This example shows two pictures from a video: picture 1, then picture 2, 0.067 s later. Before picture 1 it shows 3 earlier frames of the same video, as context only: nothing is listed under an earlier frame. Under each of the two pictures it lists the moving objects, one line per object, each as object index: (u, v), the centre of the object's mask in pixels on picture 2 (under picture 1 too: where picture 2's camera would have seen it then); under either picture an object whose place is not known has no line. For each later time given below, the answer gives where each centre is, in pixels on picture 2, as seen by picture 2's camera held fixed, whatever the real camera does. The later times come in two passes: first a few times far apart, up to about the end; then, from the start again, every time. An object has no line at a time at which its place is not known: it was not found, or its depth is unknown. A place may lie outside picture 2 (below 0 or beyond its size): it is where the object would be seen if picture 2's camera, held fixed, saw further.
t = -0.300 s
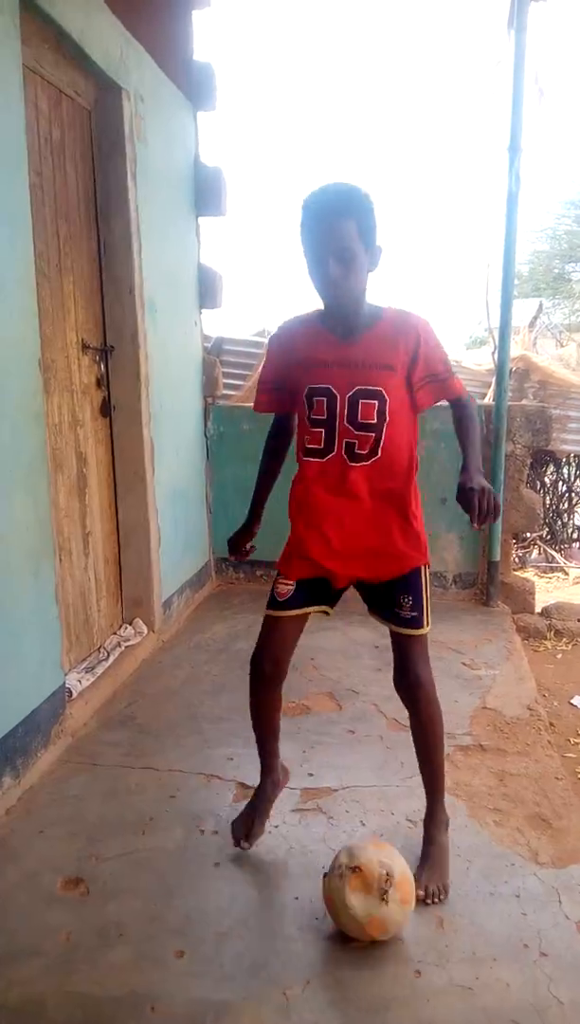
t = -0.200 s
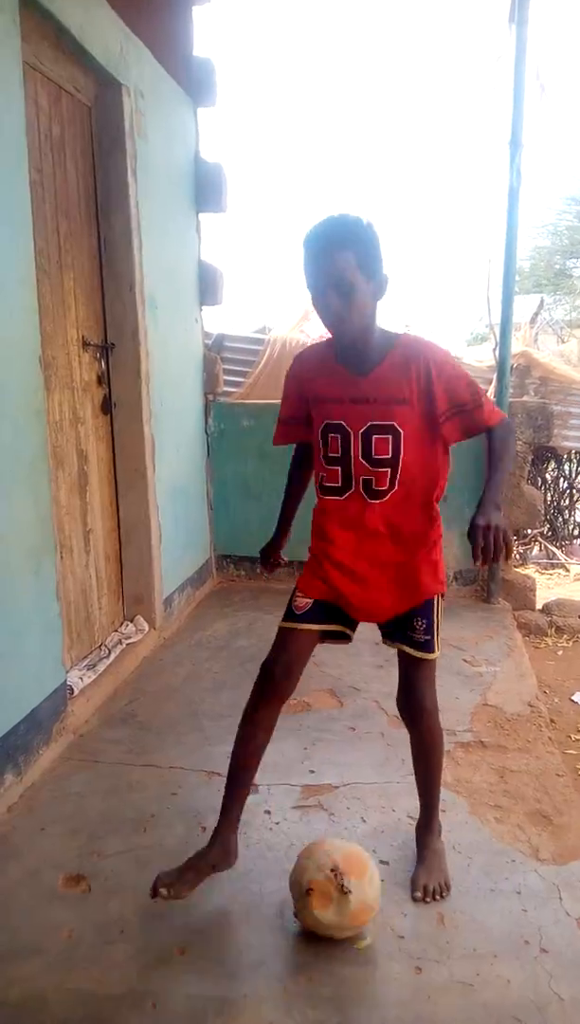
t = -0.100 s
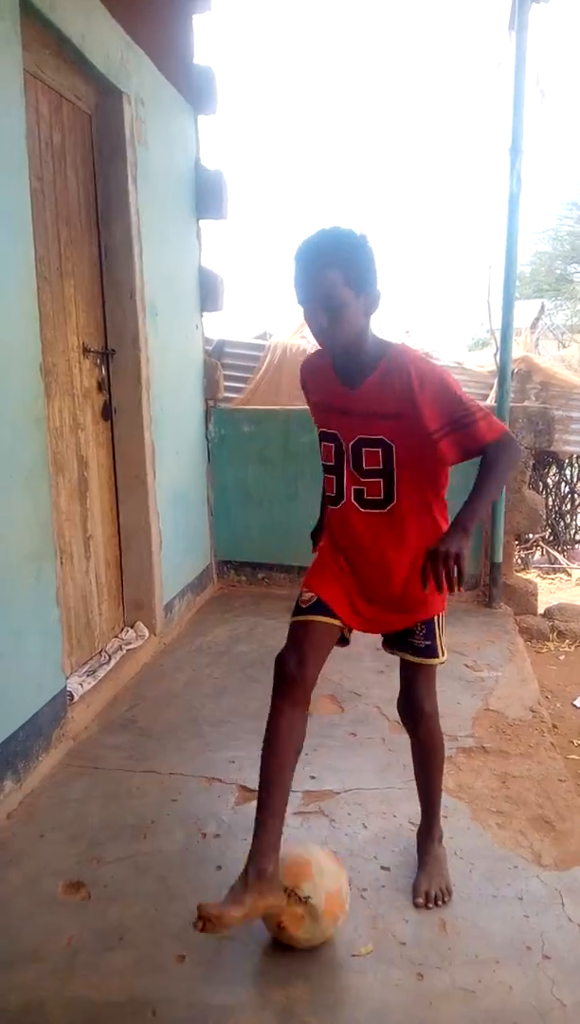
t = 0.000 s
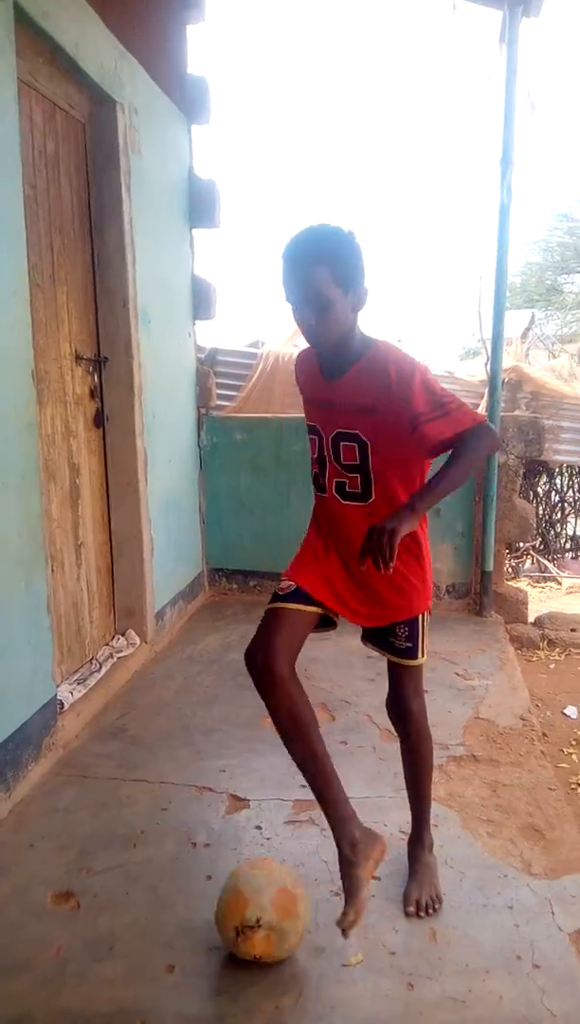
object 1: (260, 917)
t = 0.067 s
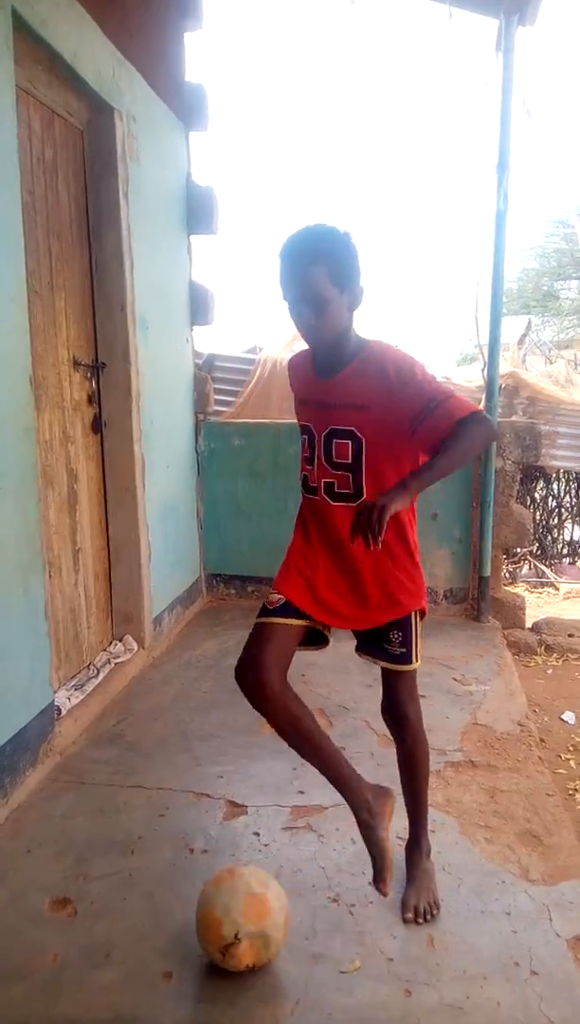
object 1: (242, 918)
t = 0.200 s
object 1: (211, 923)
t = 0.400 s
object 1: (170, 933)
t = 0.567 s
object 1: (144, 937)
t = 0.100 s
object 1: (234, 921)
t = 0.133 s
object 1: (226, 920)
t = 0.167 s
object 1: (218, 922)
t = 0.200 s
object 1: (211, 923)
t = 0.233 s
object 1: (204, 925)
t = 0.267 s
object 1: (197, 926)
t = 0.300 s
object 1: (190, 927)
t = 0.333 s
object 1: (183, 929)
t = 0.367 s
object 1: (176, 931)
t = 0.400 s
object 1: (170, 933)
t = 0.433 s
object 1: (165, 933)
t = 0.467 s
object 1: (159, 934)
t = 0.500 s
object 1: (155, 935)
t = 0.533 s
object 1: (149, 936)
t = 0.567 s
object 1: (144, 937)
